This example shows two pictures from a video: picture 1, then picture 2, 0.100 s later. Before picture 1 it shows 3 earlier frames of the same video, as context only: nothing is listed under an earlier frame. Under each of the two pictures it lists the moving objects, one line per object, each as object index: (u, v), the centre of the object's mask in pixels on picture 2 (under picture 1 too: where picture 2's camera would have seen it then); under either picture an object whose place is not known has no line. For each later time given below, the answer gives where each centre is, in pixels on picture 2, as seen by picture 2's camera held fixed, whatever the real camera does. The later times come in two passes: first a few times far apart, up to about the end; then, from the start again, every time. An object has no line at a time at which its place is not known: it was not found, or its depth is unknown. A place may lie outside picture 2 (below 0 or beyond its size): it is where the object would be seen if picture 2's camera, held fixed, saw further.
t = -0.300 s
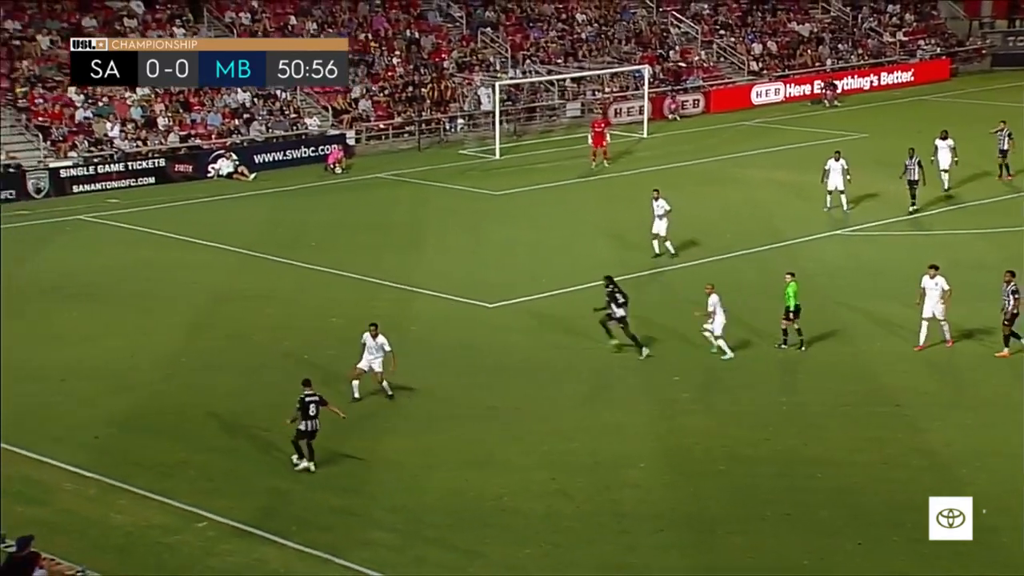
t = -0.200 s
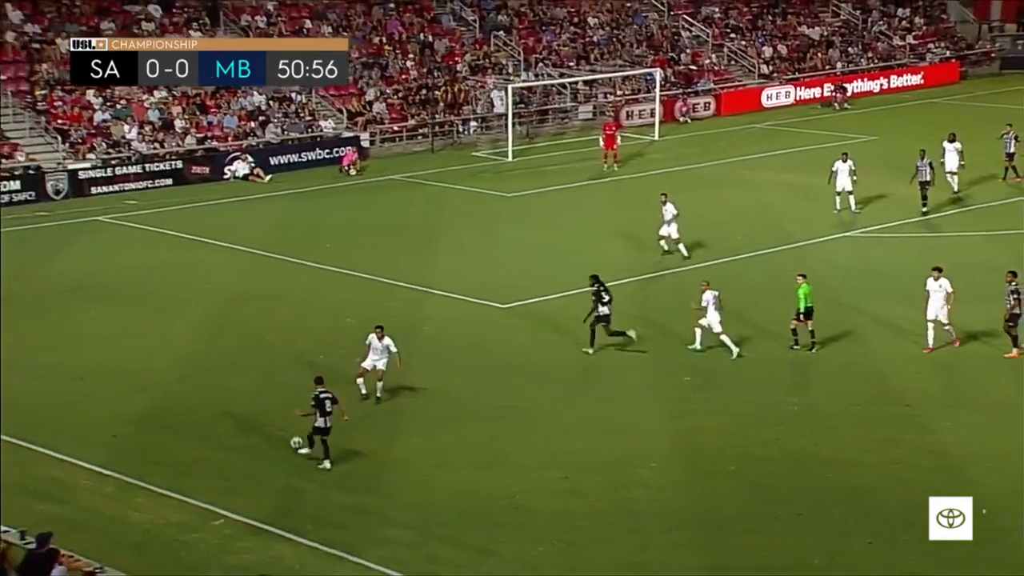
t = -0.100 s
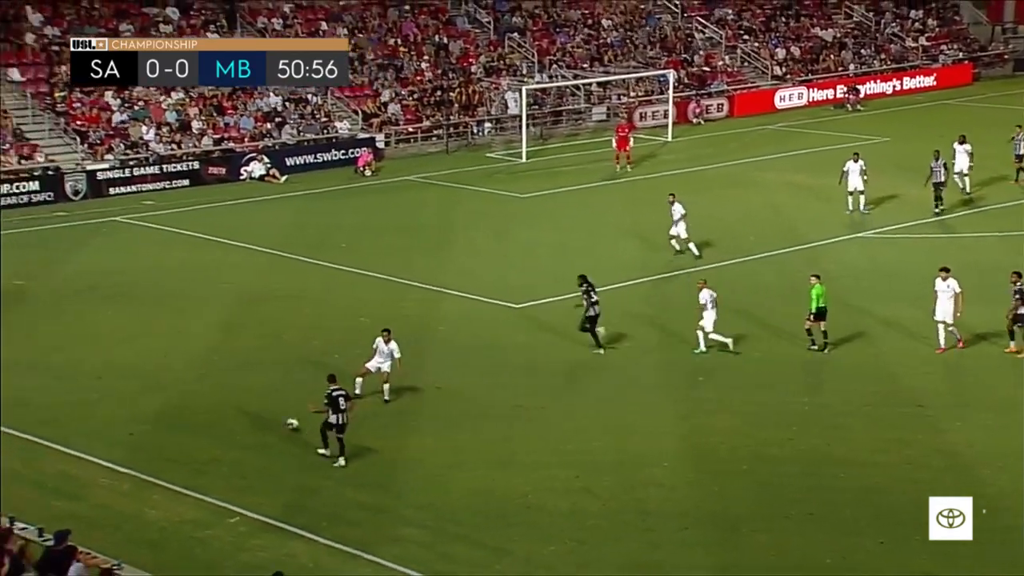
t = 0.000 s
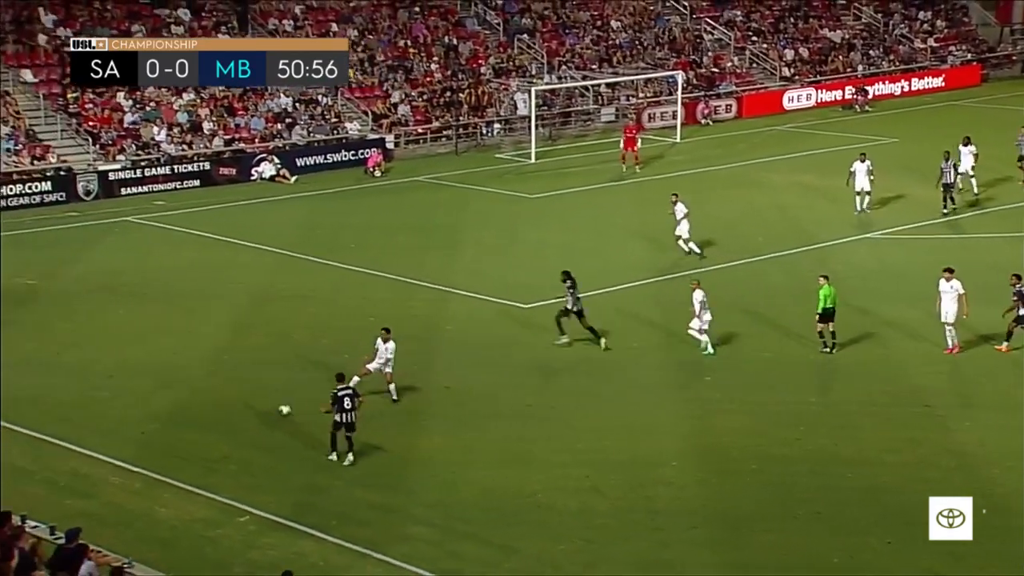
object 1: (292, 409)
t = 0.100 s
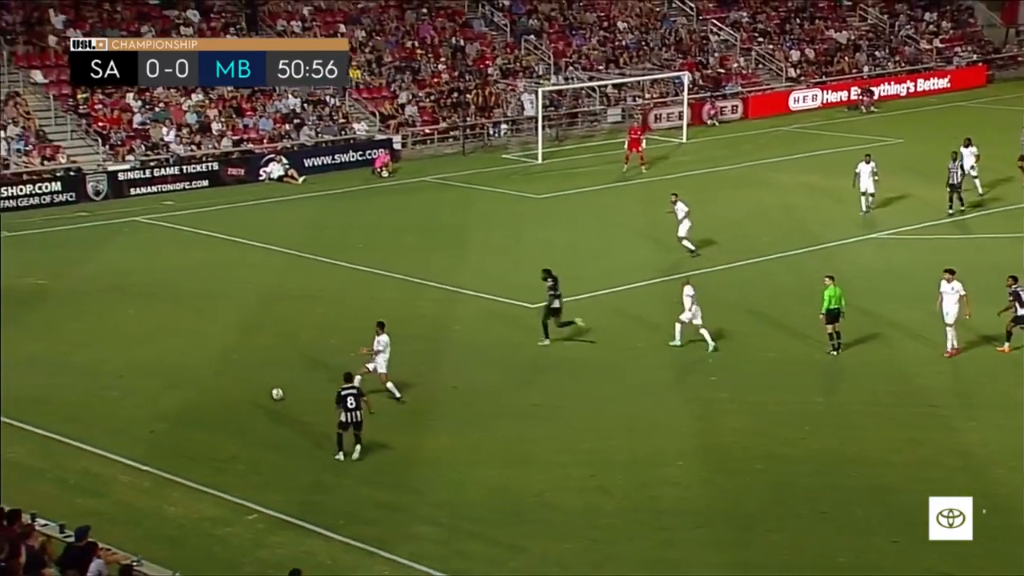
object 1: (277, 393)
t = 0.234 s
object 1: (257, 377)
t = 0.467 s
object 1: (227, 354)
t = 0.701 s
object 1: (200, 335)
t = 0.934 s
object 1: (179, 319)
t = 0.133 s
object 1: (272, 389)
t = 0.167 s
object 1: (266, 386)
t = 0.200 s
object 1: (262, 381)
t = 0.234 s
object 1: (257, 377)
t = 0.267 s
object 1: (253, 374)
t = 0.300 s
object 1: (249, 370)
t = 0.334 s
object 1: (244, 367)
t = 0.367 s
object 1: (240, 364)
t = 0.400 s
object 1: (236, 360)
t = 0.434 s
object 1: (232, 357)
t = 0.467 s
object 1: (227, 354)
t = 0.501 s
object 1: (223, 351)
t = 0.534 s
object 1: (219, 348)
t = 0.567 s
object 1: (215, 345)
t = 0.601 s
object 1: (212, 342)
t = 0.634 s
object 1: (208, 340)
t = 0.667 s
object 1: (204, 337)
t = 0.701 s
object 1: (200, 335)
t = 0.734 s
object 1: (197, 332)
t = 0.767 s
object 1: (194, 329)
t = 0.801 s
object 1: (191, 327)
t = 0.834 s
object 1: (188, 325)
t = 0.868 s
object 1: (184, 323)
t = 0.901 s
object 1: (181, 320)
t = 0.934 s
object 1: (179, 319)
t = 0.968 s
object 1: (176, 317)
